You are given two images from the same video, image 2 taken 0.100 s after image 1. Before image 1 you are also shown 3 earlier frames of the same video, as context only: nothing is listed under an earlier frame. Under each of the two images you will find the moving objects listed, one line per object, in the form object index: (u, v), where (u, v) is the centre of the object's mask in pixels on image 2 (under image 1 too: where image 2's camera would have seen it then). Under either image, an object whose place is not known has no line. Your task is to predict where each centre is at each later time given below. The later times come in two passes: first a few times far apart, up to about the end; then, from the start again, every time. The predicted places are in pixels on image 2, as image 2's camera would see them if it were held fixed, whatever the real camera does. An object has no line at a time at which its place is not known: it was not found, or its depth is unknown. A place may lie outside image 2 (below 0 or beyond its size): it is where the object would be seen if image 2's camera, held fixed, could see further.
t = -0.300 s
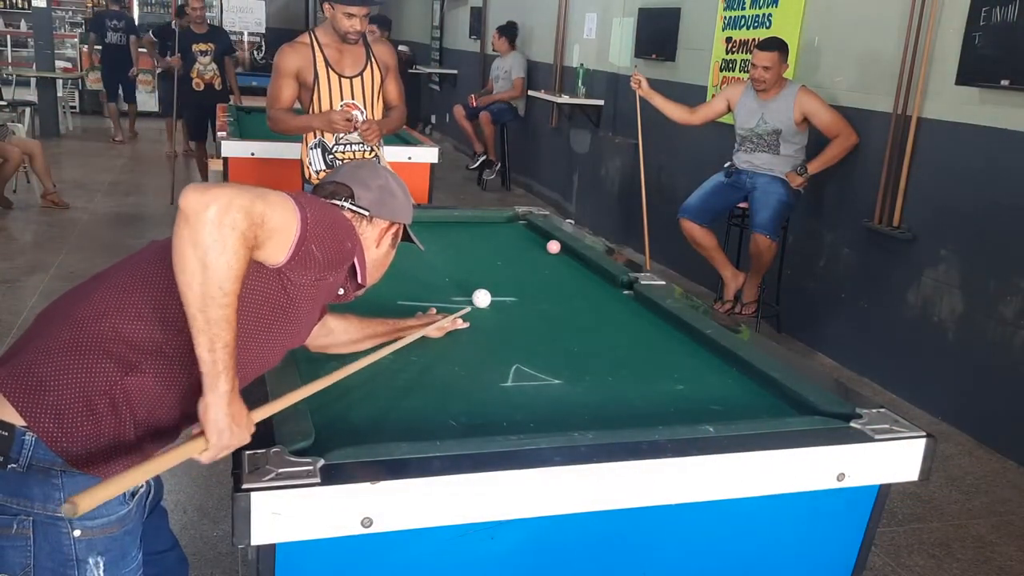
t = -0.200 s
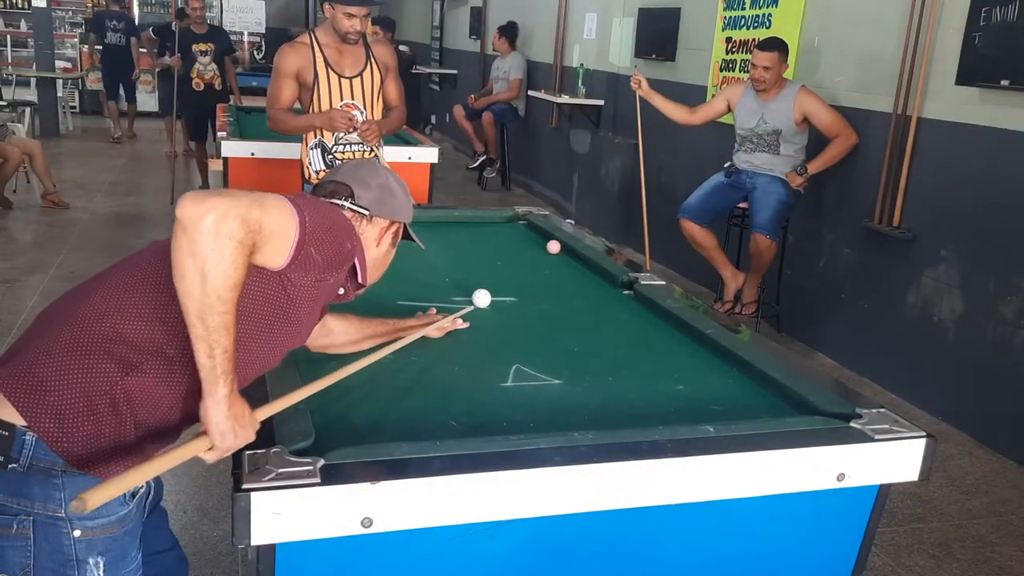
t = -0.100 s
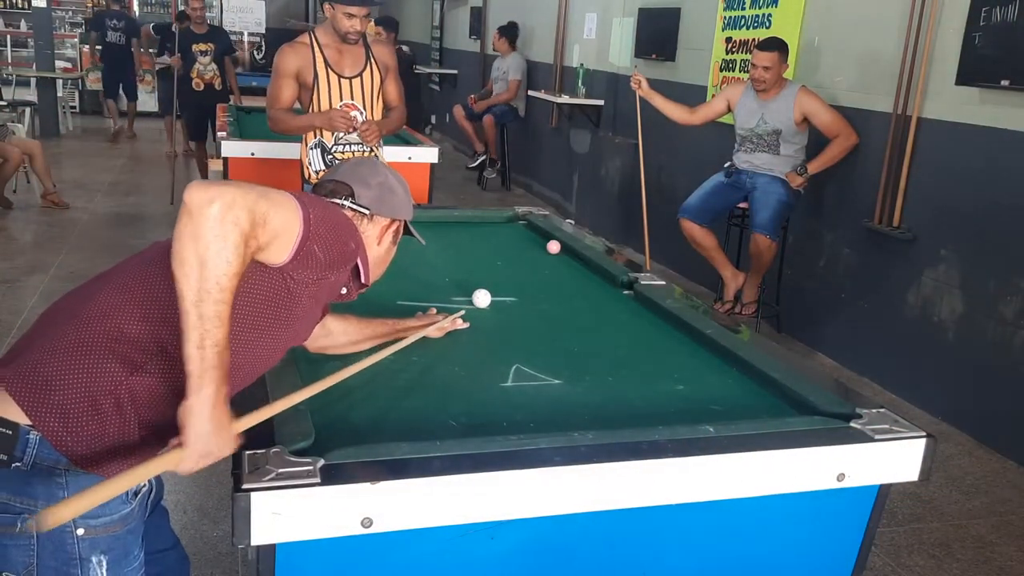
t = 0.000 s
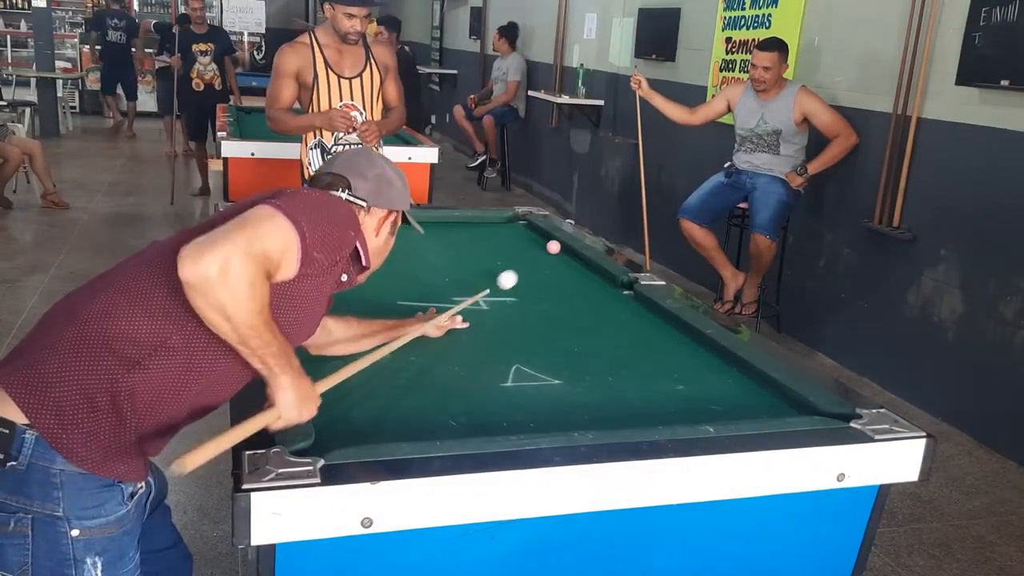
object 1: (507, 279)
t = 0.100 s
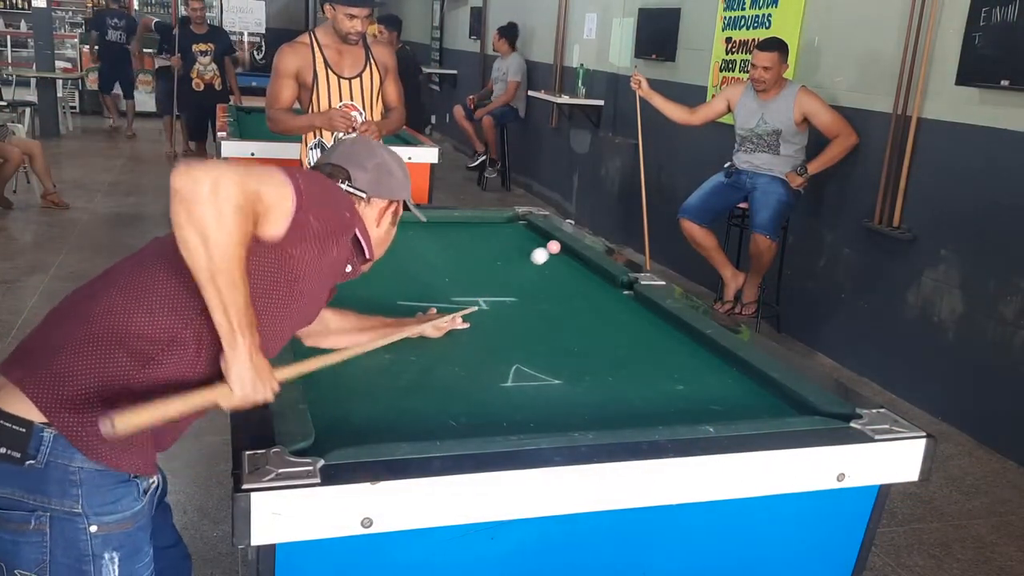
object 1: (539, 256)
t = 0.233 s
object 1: (547, 245)
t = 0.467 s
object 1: (544, 239)
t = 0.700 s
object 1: (540, 234)
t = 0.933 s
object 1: (533, 230)
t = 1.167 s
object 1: (526, 226)
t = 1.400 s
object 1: (518, 223)
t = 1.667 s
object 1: (510, 220)
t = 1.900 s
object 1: (506, 218)
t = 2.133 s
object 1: (506, 220)
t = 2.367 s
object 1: (506, 221)
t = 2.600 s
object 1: (506, 222)
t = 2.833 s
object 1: (506, 223)
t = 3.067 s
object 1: (507, 224)
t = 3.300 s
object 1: (507, 224)
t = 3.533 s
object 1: (509, 225)
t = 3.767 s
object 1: (508, 225)
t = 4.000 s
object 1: (508, 225)
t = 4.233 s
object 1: (508, 225)
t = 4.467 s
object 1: (508, 225)
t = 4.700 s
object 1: (508, 225)
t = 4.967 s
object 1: (508, 225)
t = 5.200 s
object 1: (508, 225)
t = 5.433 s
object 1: (509, 224)
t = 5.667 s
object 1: (508, 225)
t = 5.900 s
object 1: (509, 225)
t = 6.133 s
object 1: (509, 225)
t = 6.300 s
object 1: (509, 225)
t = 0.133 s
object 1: (548, 250)
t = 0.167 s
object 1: (548, 248)
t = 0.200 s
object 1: (548, 246)
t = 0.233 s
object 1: (547, 245)
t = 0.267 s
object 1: (547, 244)
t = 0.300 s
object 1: (546, 243)
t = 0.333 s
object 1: (546, 242)
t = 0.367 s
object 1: (545, 242)
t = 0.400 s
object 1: (545, 241)
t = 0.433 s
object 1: (544, 240)
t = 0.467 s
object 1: (544, 239)
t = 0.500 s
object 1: (543, 239)
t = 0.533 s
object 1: (543, 238)
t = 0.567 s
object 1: (542, 237)
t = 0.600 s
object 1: (542, 236)
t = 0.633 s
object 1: (541, 236)
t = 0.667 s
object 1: (541, 235)
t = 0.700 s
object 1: (540, 234)
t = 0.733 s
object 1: (540, 234)
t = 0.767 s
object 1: (540, 233)
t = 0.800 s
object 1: (538, 232)
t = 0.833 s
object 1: (537, 232)
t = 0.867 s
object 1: (536, 231)
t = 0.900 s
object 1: (535, 231)
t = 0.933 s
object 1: (533, 230)
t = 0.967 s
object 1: (532, 229)
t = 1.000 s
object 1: (531, 229)
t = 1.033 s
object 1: (530, 228)
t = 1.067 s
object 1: (529, 227)
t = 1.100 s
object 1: (527, 227)
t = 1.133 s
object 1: (526, 227)
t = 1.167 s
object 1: (526, 226)
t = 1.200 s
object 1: (524, 226)
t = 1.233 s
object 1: (523, 225)
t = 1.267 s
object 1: (522, 225)
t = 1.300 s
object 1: (521, 224)
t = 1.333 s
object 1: (520, 224)
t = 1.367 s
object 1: (519, 223)
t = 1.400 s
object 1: (518, 223)
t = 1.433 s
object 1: (517, 222)
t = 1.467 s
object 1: (516, 222)
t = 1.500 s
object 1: (515, 222)
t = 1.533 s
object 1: (514, 221)
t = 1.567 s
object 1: (512, 221)
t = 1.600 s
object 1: (512, 220)
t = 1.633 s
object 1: (511, 220)
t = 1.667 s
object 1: (510, 220)
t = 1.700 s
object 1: (509, 219)
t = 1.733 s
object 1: (508, 219)
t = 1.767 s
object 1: (507, 218)
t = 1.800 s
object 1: (506, 218)
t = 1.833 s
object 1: (506, 218)
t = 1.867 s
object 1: (506, 218)
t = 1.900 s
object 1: (506, 218)
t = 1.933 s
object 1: (506, 218)
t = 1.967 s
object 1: (506, 219)
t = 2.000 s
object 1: (506, 219)
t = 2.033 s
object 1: (506, 219)
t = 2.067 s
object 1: (506, 219)
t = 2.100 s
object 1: (506, 219)
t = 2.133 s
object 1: (506, 220)
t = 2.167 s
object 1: (506, 220)
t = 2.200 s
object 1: (506, 220)
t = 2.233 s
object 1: (506, 220)
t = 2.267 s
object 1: (506, 221)
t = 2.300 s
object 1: (506, 221)
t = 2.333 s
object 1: (506, 221)
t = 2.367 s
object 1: (506, 221)
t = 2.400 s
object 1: (506, 221)
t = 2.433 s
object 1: (506, 222)
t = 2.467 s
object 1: (506, 222)
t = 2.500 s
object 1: (506, 222)
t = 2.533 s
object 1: (506, 222)
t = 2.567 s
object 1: (506, 222)
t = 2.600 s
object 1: (506, 222)
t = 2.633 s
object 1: (506, 222)
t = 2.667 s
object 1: (506, 223)
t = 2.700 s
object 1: (506, 223)
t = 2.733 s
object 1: (506, 223)
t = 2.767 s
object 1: (506, 223)
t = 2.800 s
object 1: (506, 223)
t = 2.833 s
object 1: (506, 223)
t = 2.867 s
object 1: (506, 224)
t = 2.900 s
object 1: (506, 224)
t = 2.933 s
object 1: (506, 224)
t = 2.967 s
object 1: (506, 224)
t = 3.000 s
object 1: (506, 224)
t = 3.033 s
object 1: (506, 224)
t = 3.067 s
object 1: (507, 224)
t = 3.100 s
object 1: (507, 224)
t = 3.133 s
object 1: (507, 224)
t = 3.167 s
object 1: (507, 224)
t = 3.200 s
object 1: (507, 224)
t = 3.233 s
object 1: (507, 224)
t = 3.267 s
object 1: (507, 224)
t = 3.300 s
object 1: (507, 224)
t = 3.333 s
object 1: (507, 224)
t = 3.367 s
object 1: (507, 225)
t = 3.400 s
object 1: (508, 225)
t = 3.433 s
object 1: (508, 225)
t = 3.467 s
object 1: (508, 225)
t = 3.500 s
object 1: (509, 225)
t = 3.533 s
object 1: (509, 225)
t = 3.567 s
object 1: (509, 225)
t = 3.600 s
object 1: (509, 225)
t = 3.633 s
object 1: (509, 225)
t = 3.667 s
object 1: (509, 225)
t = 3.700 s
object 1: (509, 225)
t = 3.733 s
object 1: (509, 225)
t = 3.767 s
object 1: (508, 225)
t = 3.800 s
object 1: (508, 225)
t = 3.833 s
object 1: (508, 225)
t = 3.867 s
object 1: (508, 225)
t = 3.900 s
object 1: (508, 225)
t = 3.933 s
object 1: (508, 225)
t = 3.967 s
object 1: (508, 225)
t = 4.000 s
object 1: (508, 225)
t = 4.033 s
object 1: (509, 225)
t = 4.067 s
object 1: (509, 224)
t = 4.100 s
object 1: (508, 225)
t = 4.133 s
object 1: (508, 225)
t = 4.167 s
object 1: (509, 224)
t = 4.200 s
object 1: (509, 224)
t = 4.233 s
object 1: (508, 225)
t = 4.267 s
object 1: (508, 225)
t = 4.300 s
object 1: (508, 225)
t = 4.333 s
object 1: (508, 225)
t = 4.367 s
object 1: (508, 225)
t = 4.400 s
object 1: (508, 225)
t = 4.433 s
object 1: (508, 225)
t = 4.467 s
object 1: (508, 225)
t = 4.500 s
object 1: (508, 225)
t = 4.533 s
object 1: (509, 225)
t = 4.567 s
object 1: (508, 225)
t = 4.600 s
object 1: (508, 225)
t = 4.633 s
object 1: (509, 225)
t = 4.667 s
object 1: (509, 225)
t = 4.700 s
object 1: (508, 225)
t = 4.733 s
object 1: (509, 225)
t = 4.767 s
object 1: (509, 225)
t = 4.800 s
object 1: (509, 225)
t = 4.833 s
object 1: (509, 224)
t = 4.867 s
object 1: (508, 225)
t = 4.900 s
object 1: (508, 225)
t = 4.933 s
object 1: (508, 225)
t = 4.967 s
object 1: (508, 225)
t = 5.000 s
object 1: (508, 225)
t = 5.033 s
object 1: (508, 225)
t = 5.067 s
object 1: (509, 225)
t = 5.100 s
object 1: (508, 225)
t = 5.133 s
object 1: (508, 225)
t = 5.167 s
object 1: (509, 224)
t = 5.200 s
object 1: (508, 225)
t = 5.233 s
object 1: (508, 225)
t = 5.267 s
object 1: (508, 225)
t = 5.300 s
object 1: (509, 224)
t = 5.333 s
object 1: (508, 225)
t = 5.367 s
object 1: (508, 225)
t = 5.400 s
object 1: (508, 225)
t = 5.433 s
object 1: (509, 224)
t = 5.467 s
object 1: (509, 225)
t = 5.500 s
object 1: (508, 225)
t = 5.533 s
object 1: (508, 225)
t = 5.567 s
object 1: (508, 225)
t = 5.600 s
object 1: (509, 225)
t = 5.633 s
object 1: (509, 225)
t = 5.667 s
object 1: (508, 225)
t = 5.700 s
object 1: (508, 225)
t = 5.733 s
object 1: (509, 225)
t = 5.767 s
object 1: (509, 224)
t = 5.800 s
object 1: (508, 225)
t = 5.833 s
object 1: (508, 225)
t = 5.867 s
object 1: (508, 225)
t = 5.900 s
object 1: (509, 225)
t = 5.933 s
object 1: (509, 225)
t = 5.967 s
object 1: (508, 225)
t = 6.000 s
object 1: (509, 225)
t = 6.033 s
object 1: (508, 225)
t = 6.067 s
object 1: (509, 225)
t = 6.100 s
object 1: (508, 225)
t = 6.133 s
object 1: (509, 225)
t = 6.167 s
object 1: (509, 225)
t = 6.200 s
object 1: (509, 225)
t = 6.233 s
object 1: (509, 225)
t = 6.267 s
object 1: (509, 225)
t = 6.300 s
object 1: (509, 225)
